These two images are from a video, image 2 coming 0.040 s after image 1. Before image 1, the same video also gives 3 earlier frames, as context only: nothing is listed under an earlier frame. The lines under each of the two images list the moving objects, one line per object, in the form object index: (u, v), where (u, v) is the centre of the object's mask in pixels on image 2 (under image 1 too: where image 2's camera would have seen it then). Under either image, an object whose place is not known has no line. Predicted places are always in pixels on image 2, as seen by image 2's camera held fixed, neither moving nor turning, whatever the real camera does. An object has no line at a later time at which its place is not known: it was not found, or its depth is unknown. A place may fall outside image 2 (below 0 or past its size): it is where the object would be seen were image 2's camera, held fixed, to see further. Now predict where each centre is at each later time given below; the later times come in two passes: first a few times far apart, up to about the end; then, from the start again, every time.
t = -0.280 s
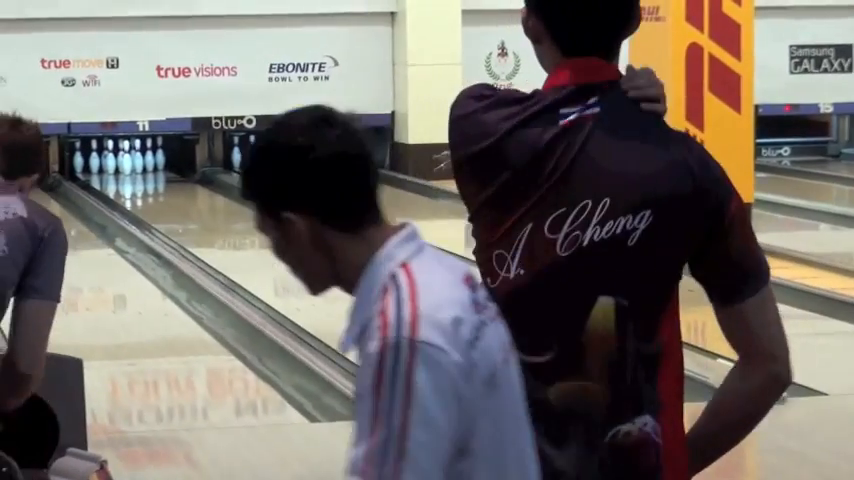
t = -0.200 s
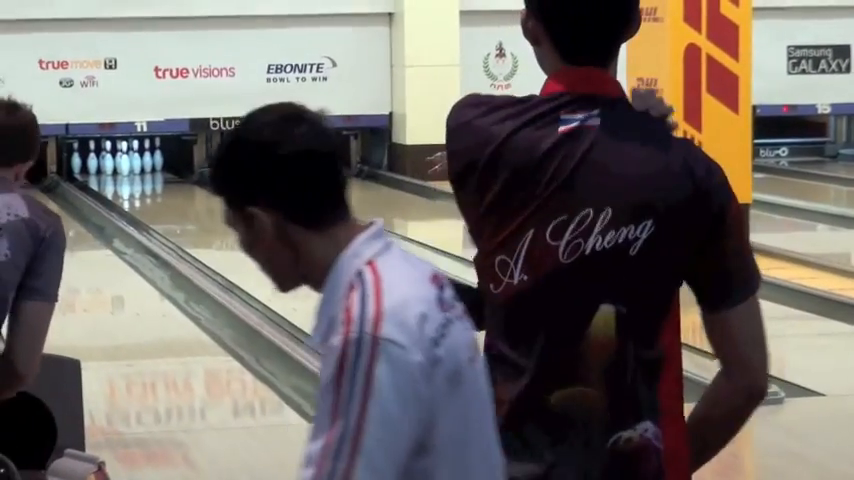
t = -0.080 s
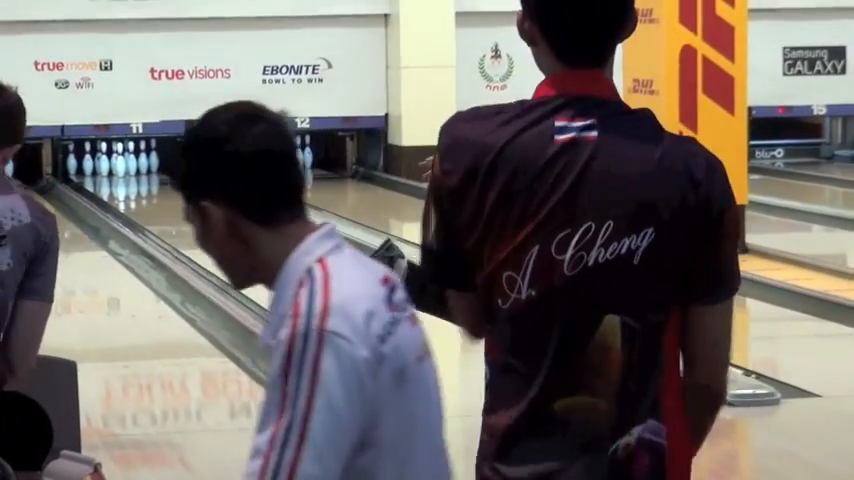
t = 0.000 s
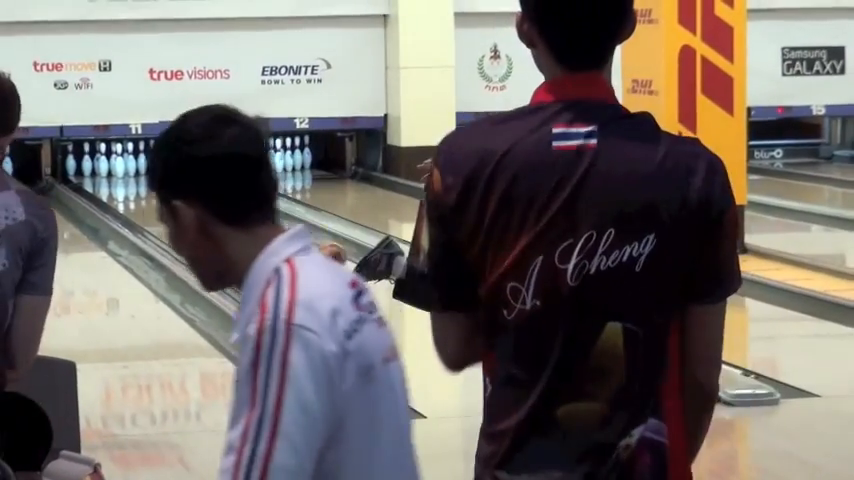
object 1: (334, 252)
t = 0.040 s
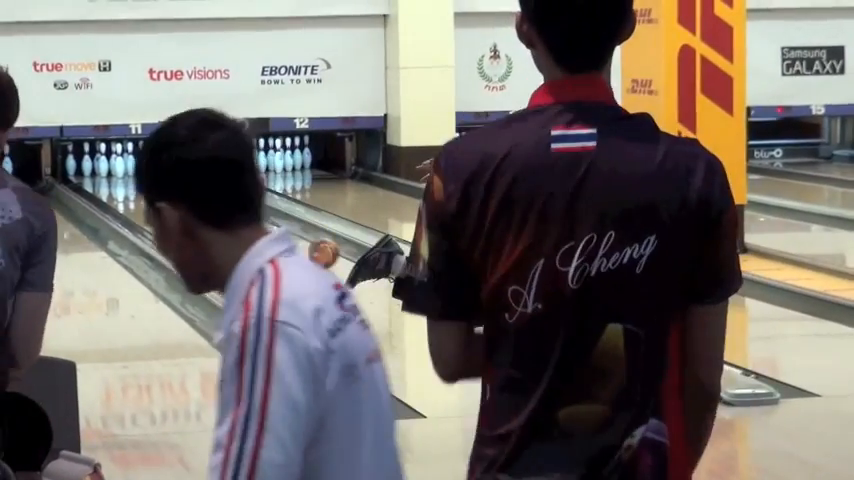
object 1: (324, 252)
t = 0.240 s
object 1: (289, 235)
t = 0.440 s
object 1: (260, 219)
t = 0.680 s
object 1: (228, 203)
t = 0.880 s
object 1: (203, 192)
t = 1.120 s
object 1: (176, 181)
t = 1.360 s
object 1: (146, 173)
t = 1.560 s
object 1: (131, 166)
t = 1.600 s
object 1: (129, 165)
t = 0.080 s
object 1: (315, 250)
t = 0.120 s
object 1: (309, 245)
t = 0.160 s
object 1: (302, 242)
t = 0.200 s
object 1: (295, 239)
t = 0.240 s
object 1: (289, 235)
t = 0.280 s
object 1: (283, 231)
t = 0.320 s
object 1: (277, 227)
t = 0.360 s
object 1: (271, 225)
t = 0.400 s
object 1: (265, 221)
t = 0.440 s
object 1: (260, 219)
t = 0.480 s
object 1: (254, 216)
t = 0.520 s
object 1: (249, 213)
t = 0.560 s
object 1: (243, 211)
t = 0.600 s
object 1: (238, 208)
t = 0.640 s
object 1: (234, 206)
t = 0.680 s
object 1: (228, 203)
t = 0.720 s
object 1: (222, 201)
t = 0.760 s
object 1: (218, 198)
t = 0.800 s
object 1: (213, 196)
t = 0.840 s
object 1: (208, 194)
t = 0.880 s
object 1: (203, 192)
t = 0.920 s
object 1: (199, 190)
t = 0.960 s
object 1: (194, 188)
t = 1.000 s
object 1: (189, 186)
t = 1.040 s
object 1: (185, 184)
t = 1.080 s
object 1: (180, 183)
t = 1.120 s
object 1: (176, 181)
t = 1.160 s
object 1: (171, 179)
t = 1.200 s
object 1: (166, 178)
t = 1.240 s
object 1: (161, 177)
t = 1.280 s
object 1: (156, 175)
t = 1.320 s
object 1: (151, 174)
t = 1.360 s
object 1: (146, 173)
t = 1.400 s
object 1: (141, 172)
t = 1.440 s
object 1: (136, 169)
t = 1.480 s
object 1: (131, 169)
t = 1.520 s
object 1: (131, 167)
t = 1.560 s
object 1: (131, 166)
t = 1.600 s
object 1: (129, 165)
